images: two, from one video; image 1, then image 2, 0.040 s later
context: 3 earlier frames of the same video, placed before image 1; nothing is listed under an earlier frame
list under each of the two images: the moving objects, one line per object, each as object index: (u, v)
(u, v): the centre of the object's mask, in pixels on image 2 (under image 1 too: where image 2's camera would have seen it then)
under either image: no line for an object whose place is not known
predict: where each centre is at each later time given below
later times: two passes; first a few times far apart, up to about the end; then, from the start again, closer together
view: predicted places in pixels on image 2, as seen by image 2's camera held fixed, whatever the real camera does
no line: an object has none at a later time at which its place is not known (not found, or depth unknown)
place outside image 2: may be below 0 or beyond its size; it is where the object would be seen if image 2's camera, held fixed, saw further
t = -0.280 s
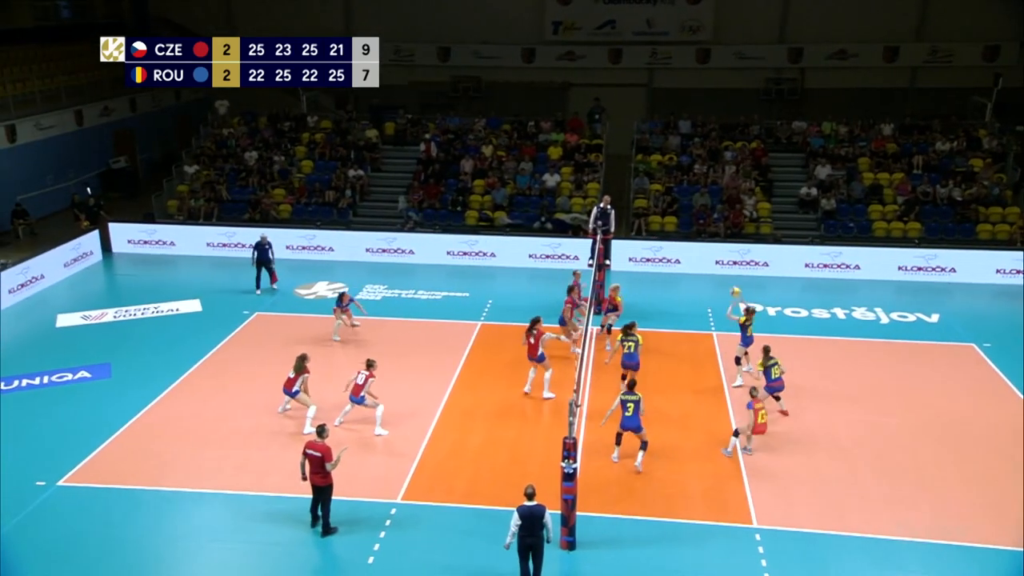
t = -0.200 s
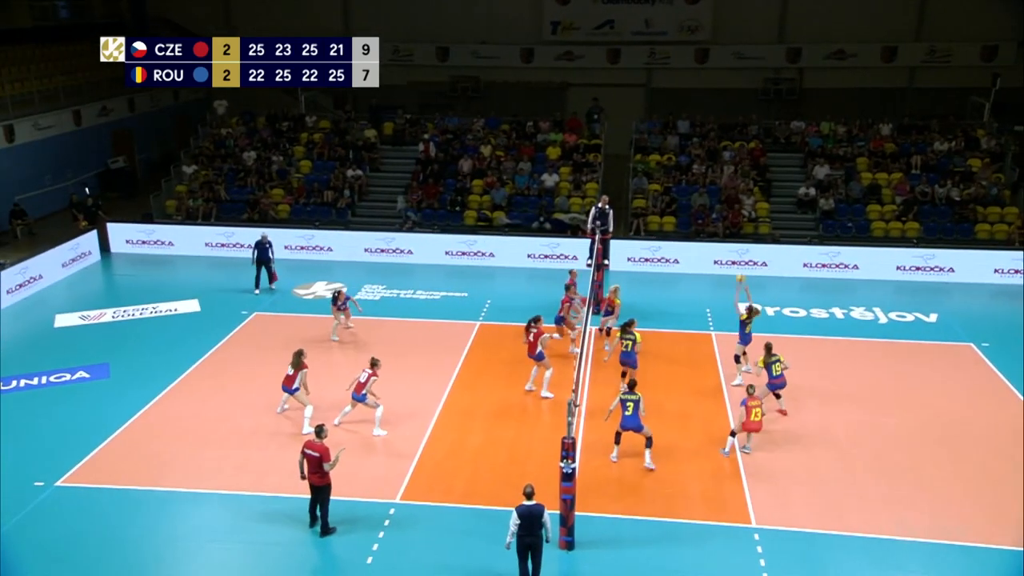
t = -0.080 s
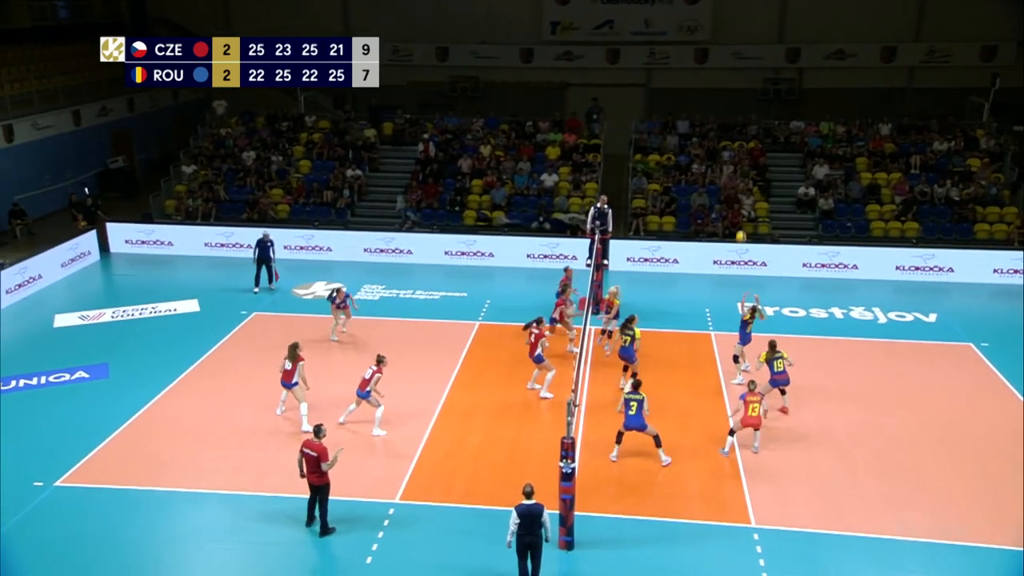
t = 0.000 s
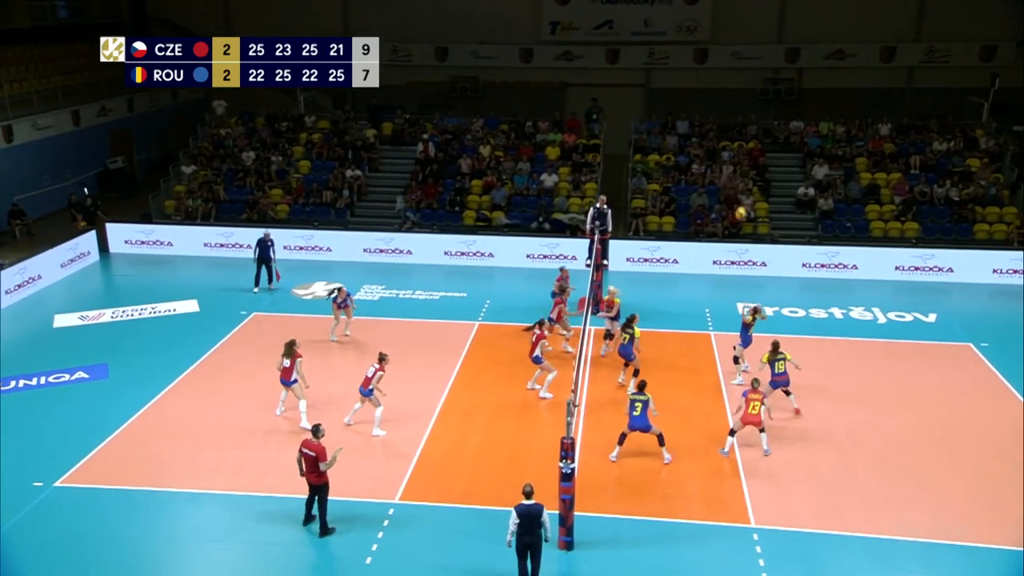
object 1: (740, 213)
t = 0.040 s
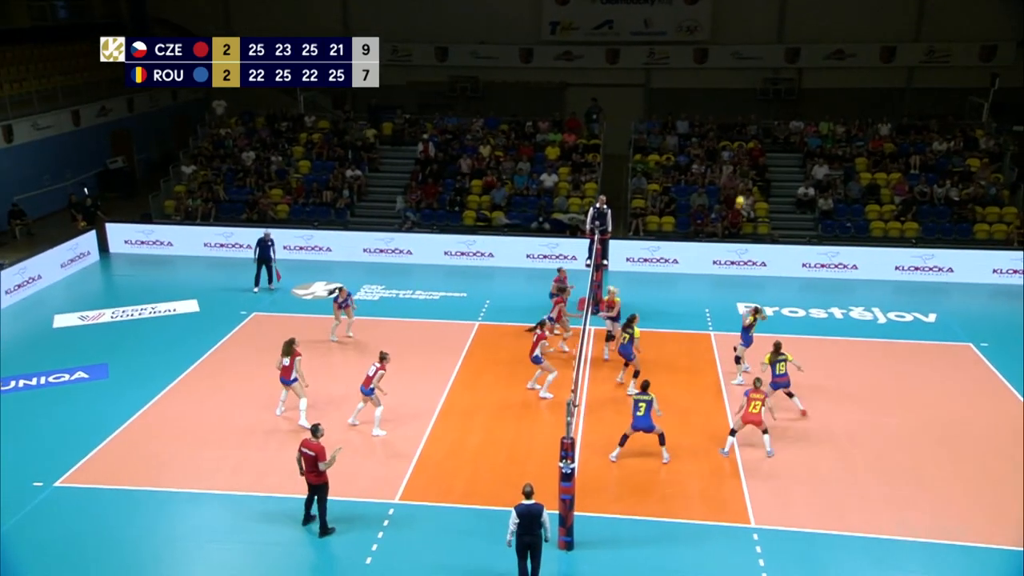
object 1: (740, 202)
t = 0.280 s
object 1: (738, 153)
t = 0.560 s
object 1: (733, 129)
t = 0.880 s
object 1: (724, 147)
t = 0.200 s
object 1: (739, 166)
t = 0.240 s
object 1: (739, 159)
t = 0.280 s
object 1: (738, 153)
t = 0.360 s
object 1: (737, 143)
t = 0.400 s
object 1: (736, 138)
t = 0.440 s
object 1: (735, 135)
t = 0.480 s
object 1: (735, 133)
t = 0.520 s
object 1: (734, 130)
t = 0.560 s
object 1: (733, 129)
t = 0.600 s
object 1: (732, 129)
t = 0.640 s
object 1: (731, 129)
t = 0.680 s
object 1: (730, 130)
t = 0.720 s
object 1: (729, 133)
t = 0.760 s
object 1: (728, 135)
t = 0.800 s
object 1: (727, 138)
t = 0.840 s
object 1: (725, 142)
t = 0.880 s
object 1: (724, 147)
